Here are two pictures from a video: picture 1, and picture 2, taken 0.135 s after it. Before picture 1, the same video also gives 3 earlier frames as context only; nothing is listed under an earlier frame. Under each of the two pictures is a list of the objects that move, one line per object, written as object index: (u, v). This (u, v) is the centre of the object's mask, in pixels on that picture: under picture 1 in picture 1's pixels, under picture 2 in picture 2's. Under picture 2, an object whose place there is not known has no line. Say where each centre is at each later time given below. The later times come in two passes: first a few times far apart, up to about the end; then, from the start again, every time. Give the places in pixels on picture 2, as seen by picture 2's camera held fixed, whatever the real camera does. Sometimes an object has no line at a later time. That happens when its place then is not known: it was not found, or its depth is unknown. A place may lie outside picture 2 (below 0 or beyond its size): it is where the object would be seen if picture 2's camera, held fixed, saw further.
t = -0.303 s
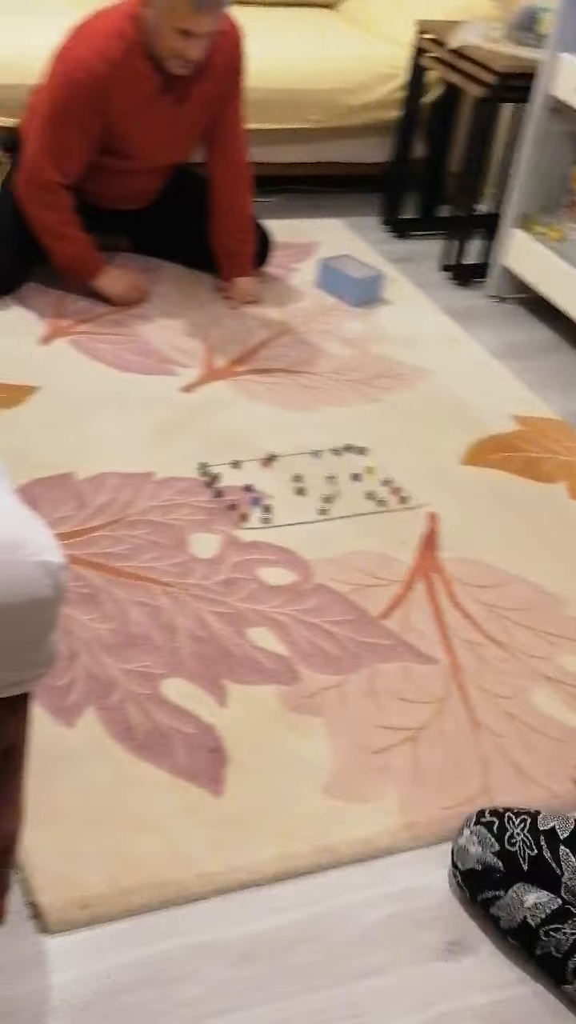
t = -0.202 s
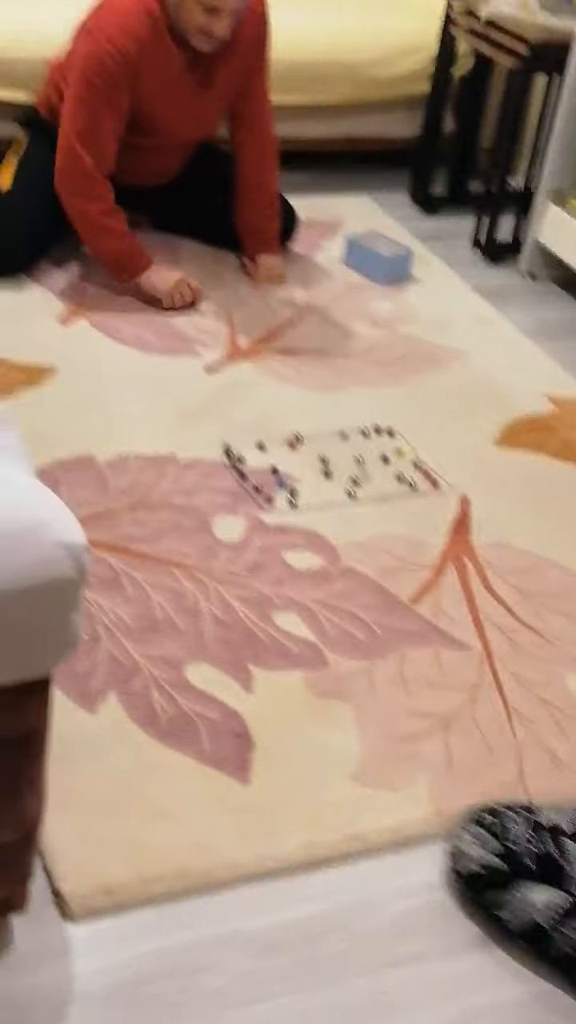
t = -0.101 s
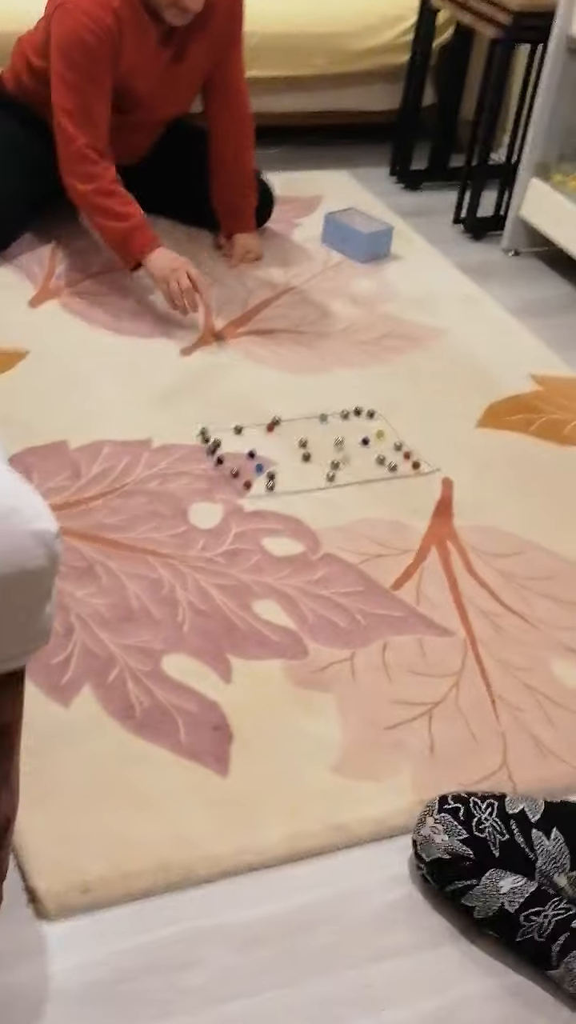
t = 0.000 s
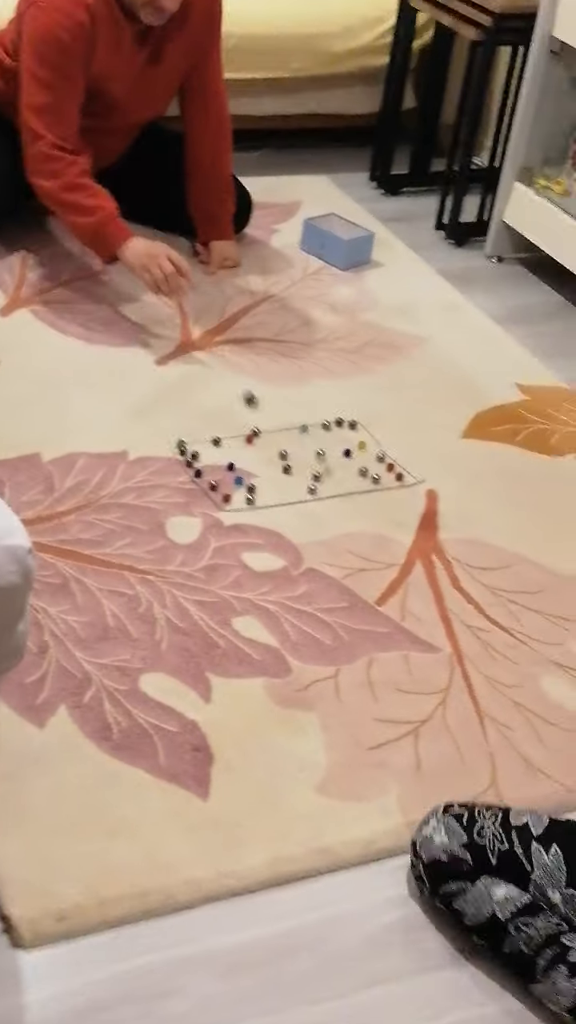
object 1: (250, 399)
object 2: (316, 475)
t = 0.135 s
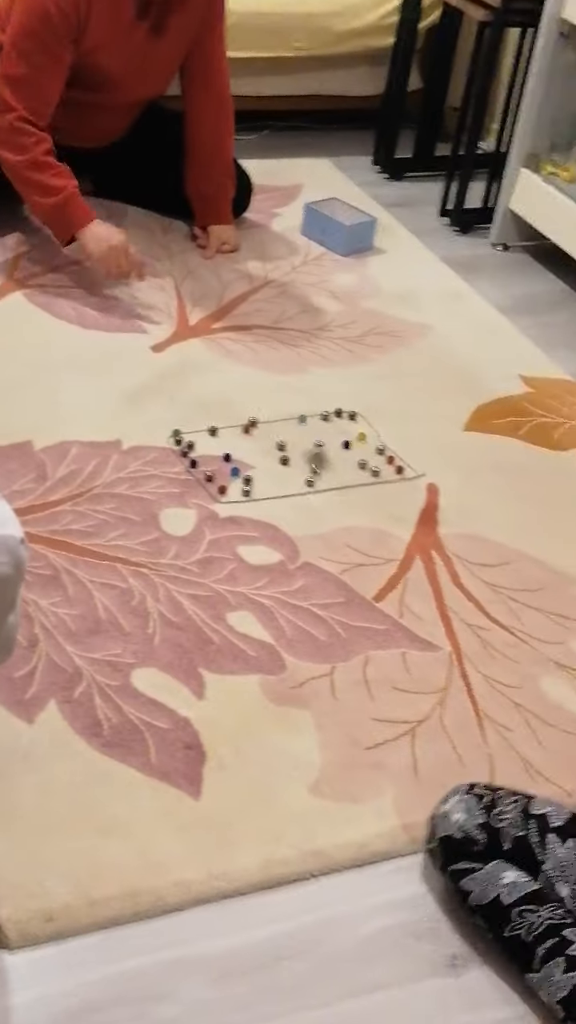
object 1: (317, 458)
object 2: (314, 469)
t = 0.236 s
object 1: (349, 464)
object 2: (336, 494)
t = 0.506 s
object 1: (399, 510)
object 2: (385, 544)
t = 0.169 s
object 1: (329, 455)
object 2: (318, 476)
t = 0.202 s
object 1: (338, 456)
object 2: (327, 481)
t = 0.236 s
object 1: (349, 464)
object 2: (336, 494)
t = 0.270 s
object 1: (354, 470)
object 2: (344, 501)
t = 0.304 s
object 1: (359, 475)
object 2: (349, 507)
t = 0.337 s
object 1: (366, 480)
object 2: (356, 513)
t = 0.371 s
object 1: (373, 488)
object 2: (361, 521)
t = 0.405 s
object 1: (380, 494)
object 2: (367, 527)
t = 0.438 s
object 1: (388, 500)
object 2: (374, 533)
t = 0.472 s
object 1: (394, 504)
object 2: (380, 538)
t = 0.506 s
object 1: (399, 510)
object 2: (385, 544)
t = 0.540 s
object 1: (405, 516)
